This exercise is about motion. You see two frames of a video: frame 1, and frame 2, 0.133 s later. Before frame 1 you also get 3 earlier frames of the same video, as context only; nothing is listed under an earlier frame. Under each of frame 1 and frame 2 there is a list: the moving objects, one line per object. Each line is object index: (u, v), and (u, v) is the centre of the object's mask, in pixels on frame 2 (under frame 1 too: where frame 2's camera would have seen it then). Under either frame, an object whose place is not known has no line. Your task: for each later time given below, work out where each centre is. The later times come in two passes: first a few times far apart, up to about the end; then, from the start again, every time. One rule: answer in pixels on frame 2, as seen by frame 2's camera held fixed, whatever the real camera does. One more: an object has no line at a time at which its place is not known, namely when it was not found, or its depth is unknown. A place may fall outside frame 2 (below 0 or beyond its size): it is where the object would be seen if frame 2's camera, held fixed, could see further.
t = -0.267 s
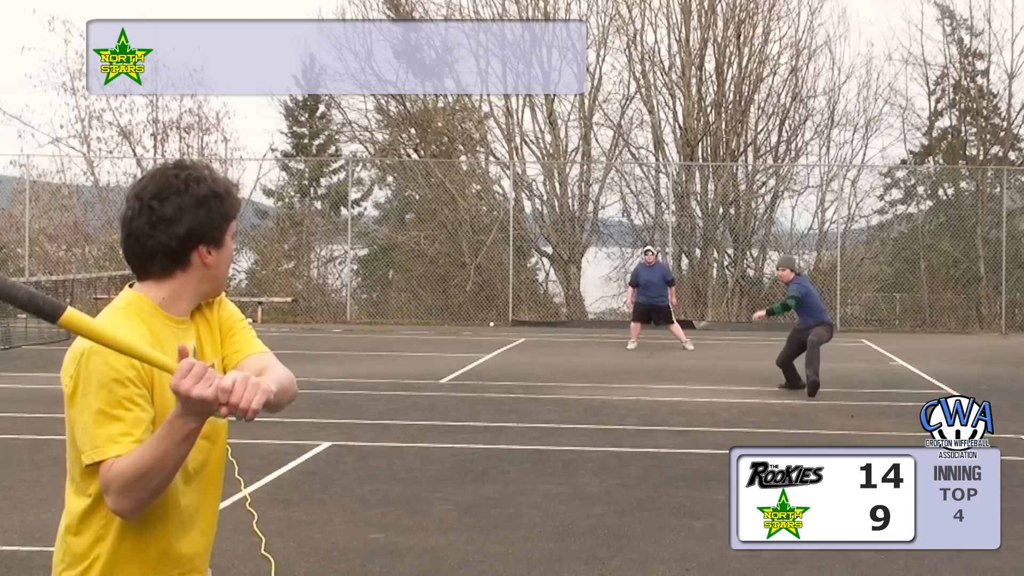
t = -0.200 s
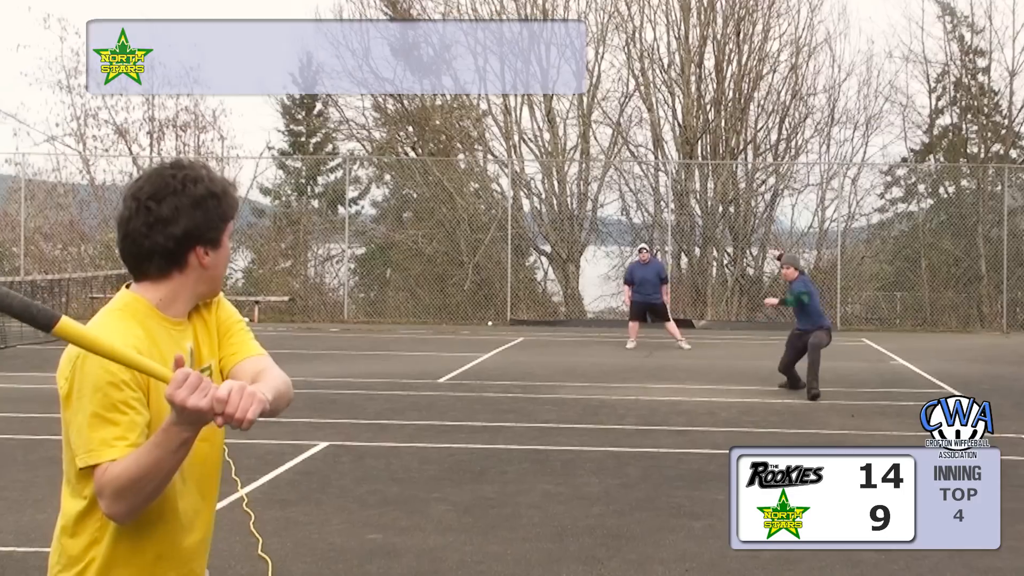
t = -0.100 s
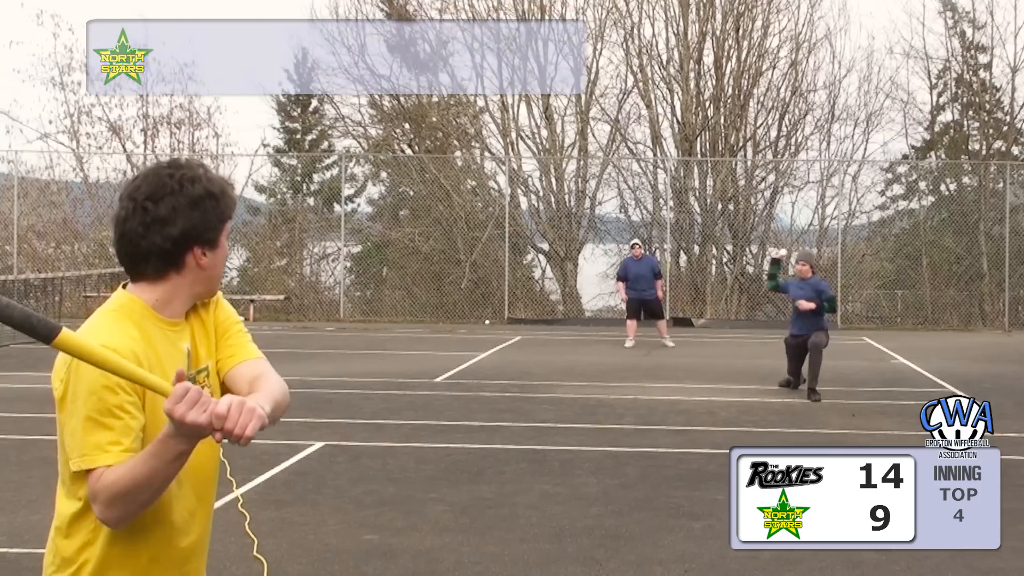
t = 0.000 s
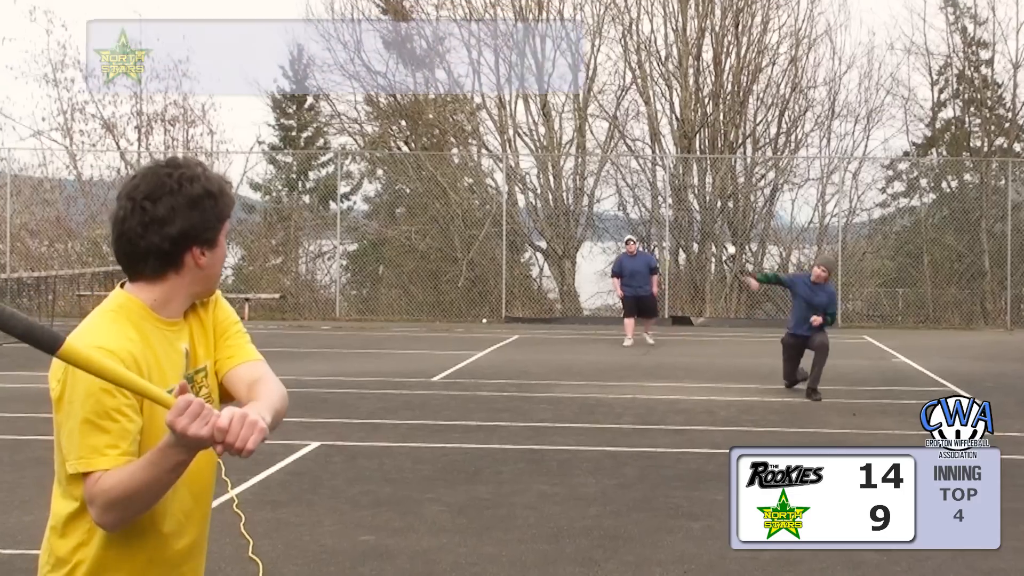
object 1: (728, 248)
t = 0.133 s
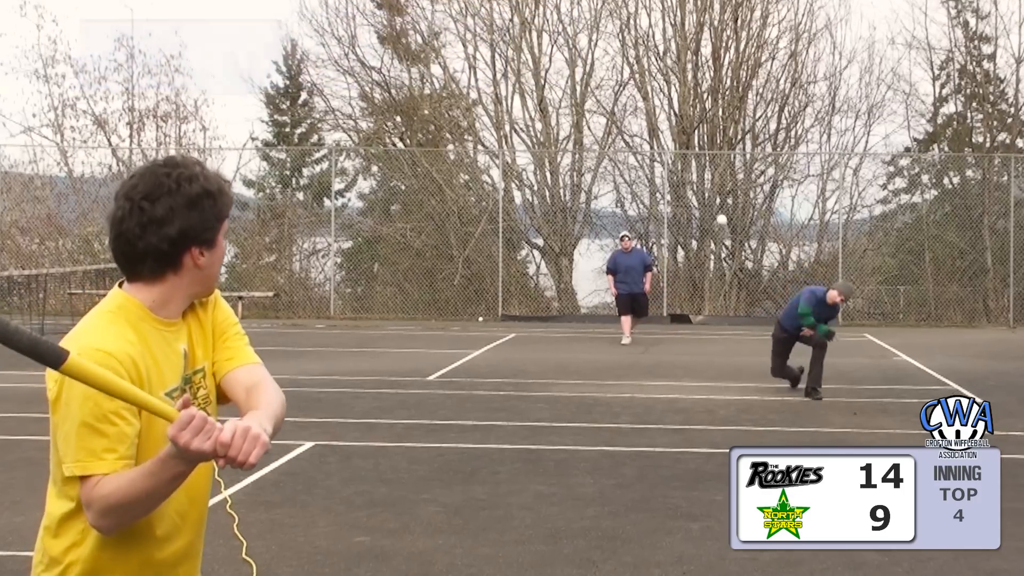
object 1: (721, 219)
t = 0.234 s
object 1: (713, 201)
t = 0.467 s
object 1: (668, 211)
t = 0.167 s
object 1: (720, 213)
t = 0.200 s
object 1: (717, 207)
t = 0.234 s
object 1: (713, 201)
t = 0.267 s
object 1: (709, 196)
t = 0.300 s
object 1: (704, 195)
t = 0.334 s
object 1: (699, 193)
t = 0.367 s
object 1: (693, 194)
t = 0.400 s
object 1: (686, 196)
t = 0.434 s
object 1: (678, 201)
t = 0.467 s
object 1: (668, 211)
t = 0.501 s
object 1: (656, 224)
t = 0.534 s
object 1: (643, 246)
